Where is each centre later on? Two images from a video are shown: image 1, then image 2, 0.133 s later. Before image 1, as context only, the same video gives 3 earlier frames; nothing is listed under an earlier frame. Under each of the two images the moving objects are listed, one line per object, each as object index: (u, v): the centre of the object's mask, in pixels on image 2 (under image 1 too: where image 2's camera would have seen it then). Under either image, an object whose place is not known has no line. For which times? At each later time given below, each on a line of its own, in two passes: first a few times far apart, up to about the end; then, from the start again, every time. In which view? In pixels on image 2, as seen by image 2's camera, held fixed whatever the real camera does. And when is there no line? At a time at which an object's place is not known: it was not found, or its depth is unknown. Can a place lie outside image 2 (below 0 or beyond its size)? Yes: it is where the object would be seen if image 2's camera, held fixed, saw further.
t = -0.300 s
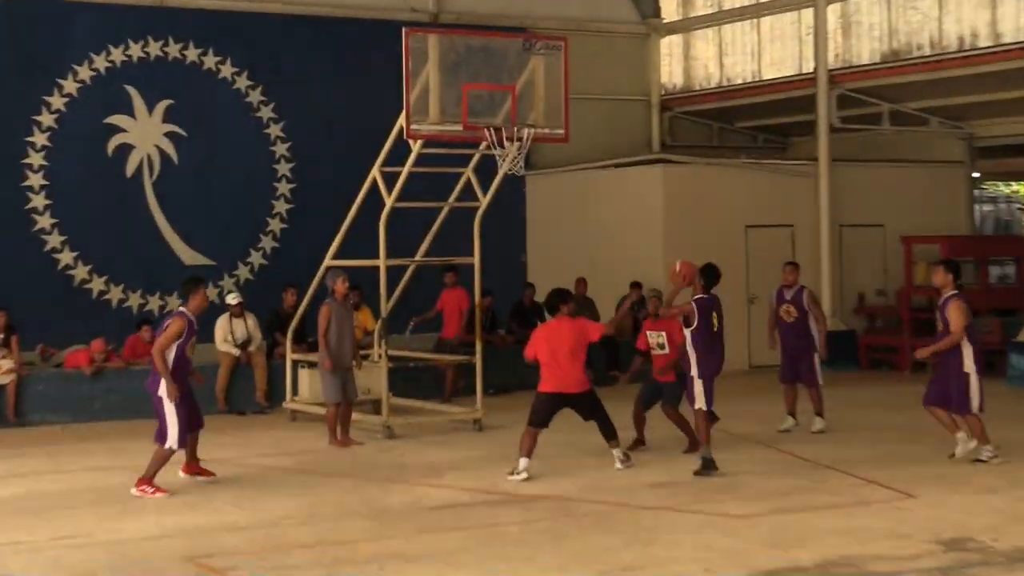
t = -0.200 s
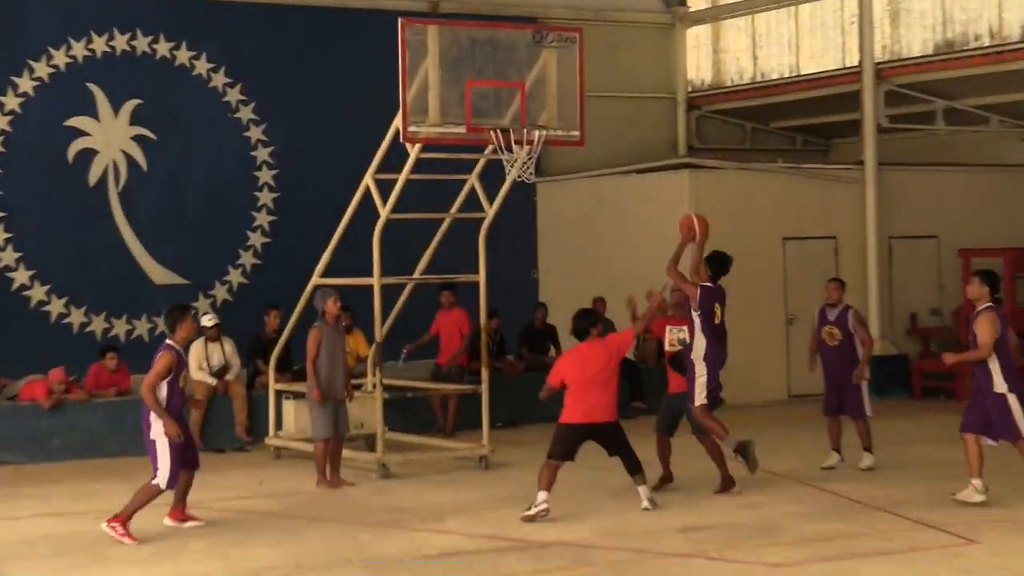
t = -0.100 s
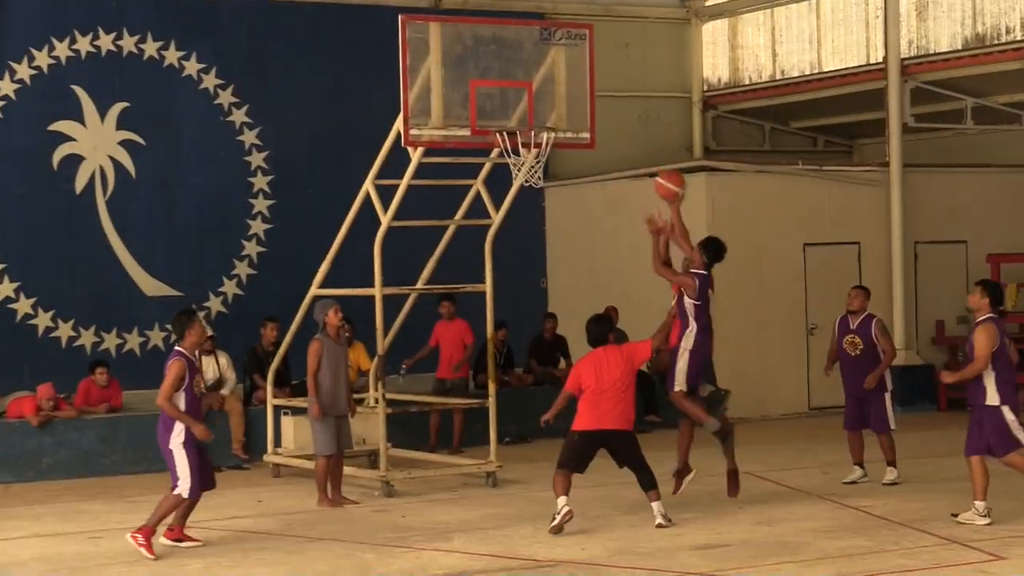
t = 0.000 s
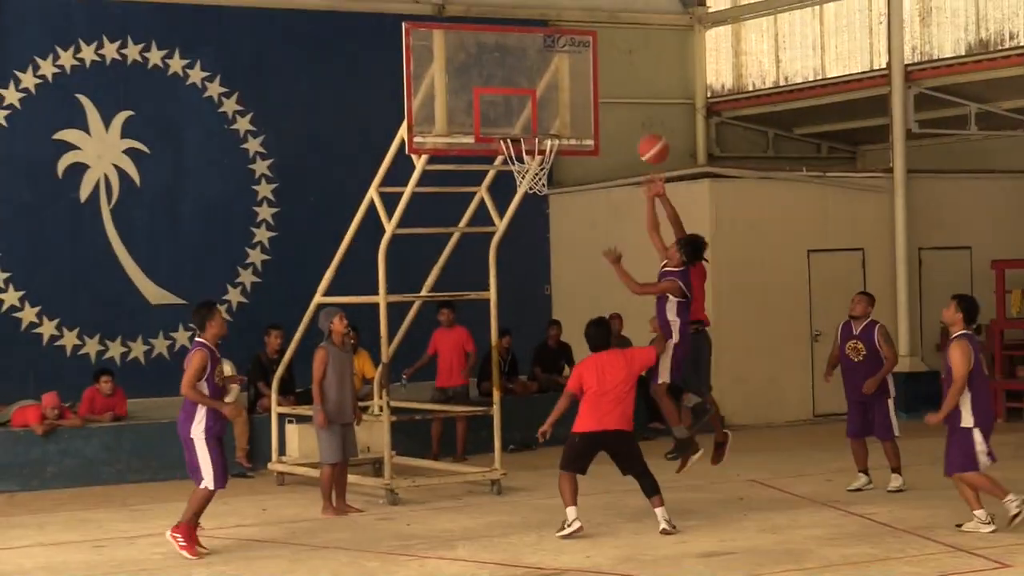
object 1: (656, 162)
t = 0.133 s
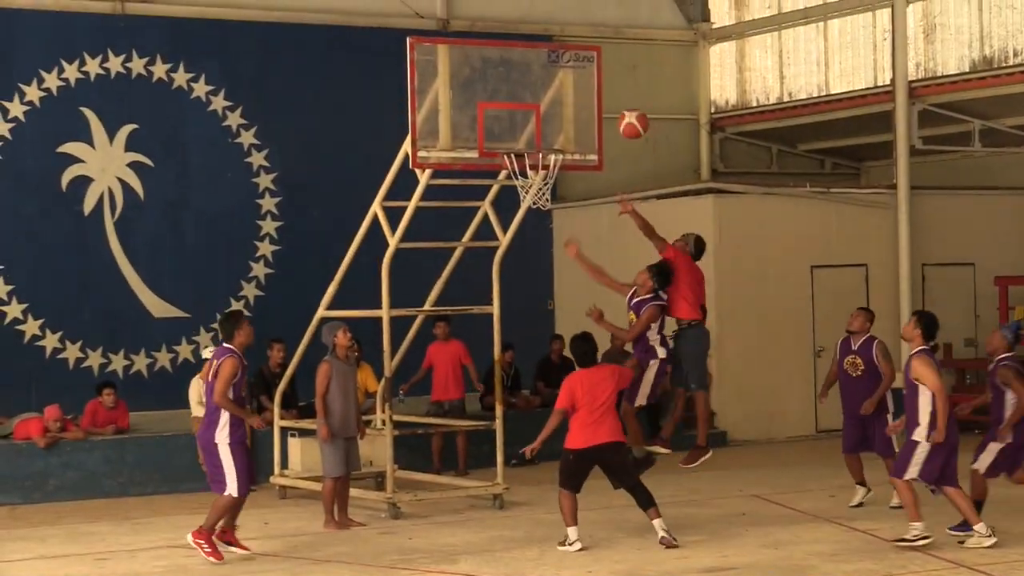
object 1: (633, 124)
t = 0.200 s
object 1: (621, 116)
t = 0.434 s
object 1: (586, 120)
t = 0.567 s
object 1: (561, 145)
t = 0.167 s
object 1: (627, 119)
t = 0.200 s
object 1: (621, 116)
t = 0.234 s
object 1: (613, 116)
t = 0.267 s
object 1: (609, 114)
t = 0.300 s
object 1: (603, 113)
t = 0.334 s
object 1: (599, 112)
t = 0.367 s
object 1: (593, 113)
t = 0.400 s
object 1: (589, 116)
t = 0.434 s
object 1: (586, 120)
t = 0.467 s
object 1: (580, 124)
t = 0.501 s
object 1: (574, 131)
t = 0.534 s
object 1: (564, 139)
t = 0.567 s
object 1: (561, 145)
